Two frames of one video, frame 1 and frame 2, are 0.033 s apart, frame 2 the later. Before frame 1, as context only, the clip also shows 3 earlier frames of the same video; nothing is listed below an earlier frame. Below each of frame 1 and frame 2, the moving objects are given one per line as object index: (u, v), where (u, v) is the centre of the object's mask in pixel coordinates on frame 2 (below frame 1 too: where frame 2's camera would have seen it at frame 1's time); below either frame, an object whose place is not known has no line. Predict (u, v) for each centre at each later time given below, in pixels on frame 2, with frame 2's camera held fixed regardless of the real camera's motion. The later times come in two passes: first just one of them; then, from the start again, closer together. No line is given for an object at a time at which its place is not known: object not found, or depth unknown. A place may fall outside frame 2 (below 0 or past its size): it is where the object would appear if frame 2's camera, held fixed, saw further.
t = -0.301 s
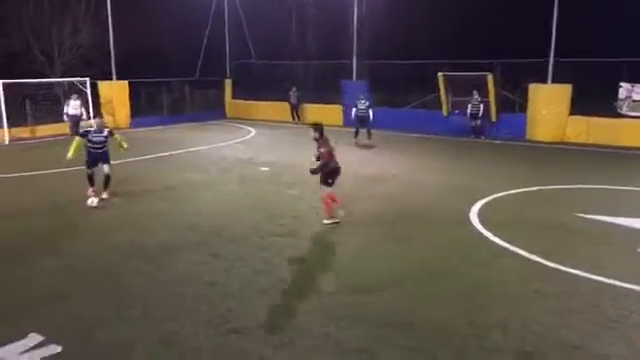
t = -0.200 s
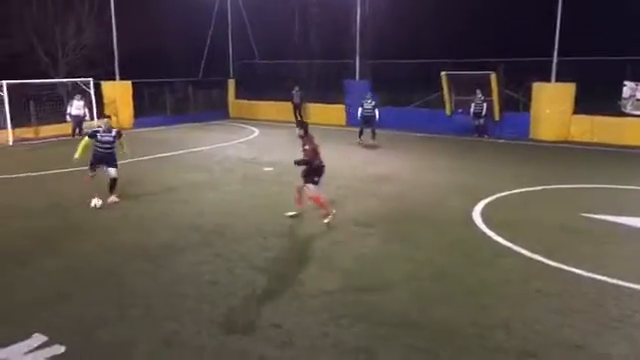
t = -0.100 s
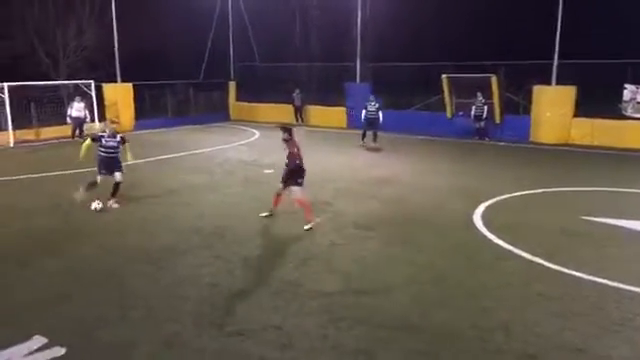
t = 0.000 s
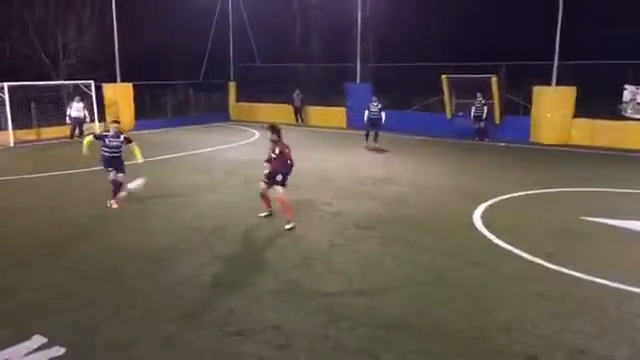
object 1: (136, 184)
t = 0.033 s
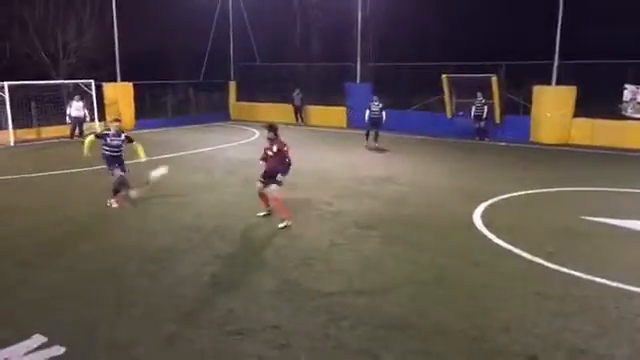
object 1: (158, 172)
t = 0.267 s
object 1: (375, 85)
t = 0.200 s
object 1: (315, 106)
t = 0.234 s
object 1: (342, 96)
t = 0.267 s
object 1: (375, 85)
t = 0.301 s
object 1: (408, 75)
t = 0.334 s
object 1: (443, 65)
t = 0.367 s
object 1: (478, 54)
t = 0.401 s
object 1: (514, 45)
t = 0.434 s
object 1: (550, 35)
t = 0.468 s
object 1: (587, 27)
